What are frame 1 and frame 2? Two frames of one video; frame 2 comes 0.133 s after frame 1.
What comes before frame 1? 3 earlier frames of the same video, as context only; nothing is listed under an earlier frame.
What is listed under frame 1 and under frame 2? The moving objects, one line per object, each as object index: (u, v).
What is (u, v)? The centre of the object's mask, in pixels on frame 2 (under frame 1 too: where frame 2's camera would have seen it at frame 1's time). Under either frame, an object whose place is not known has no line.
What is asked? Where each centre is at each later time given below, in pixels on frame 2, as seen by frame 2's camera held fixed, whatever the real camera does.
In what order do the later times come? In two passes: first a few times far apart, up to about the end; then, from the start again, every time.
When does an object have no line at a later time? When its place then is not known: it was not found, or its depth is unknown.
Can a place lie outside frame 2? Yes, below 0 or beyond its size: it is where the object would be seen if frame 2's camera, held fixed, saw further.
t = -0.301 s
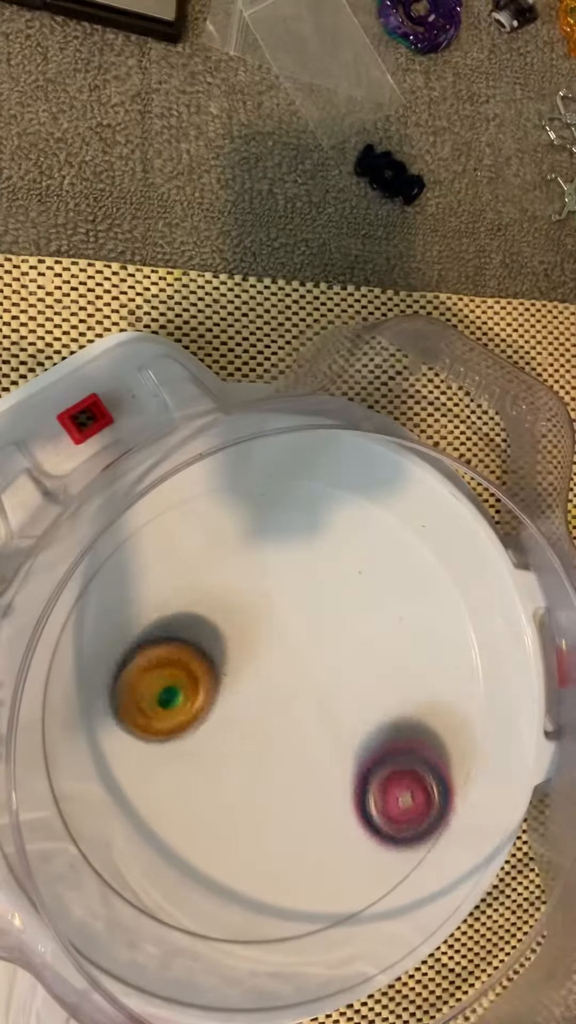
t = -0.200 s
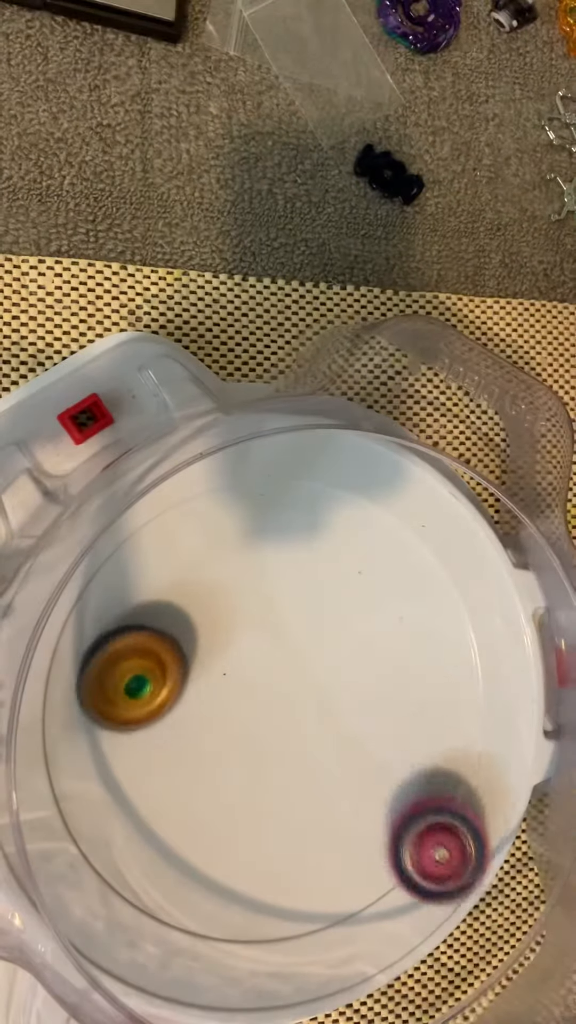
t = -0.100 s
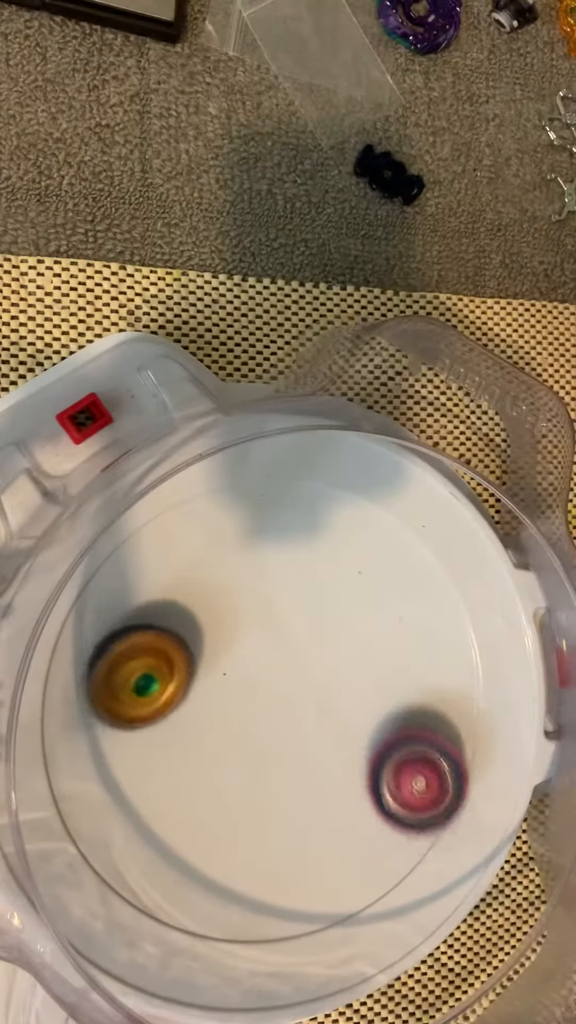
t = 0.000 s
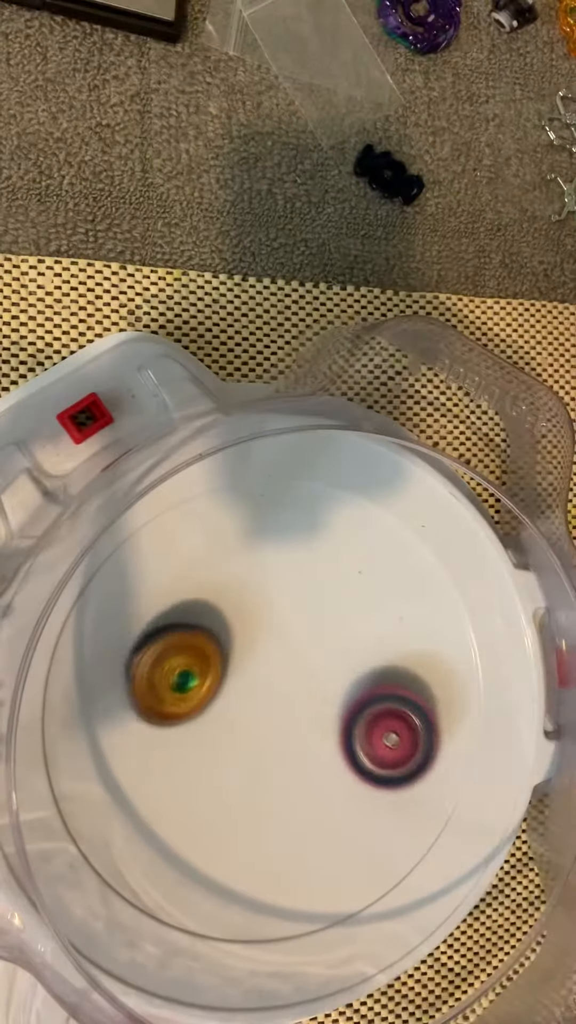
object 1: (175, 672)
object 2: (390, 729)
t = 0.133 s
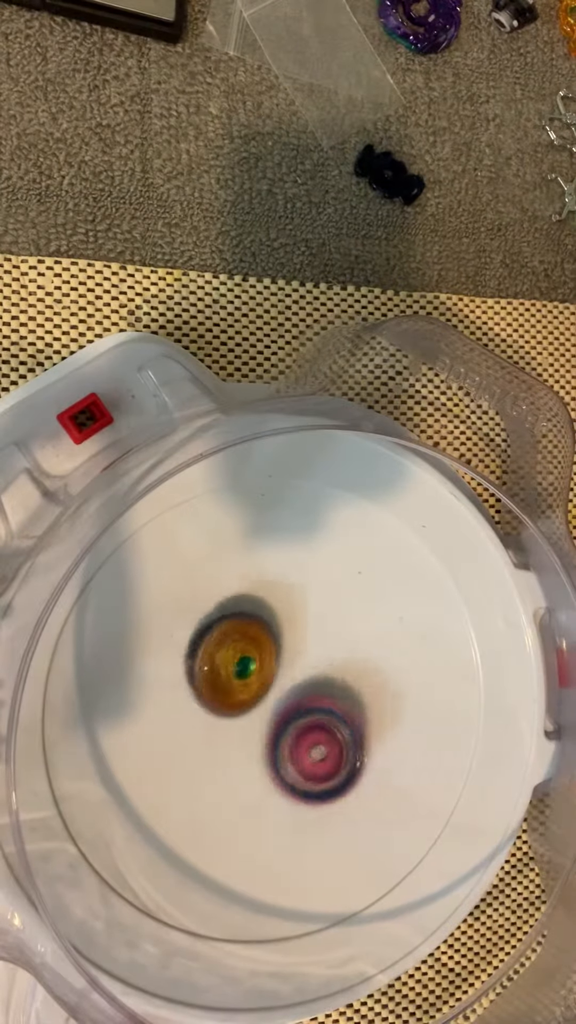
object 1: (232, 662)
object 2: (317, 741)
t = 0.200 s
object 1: (247, 661)
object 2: (282, 779)
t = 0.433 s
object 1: (271, 695)
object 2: (312, 910)
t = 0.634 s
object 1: (283, 735)
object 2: (424, 763)
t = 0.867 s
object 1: (286, 739)
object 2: (202, 609)
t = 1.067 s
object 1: (285, 714)
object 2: (112, 853)
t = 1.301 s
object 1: (287, 708)
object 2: (401, 796)
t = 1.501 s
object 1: (286, 713)
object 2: (339, 544)
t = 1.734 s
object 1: (283, 714)
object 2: (70, 697)
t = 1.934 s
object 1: (283, 706)
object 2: (268, 911)
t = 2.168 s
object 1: (276, 698)
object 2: (435, 649)
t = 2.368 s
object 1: (272, 700)
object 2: (235, 500)
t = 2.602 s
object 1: (268, 702)
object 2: (101, 808)
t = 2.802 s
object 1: (271, 705)
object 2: (347, 810)
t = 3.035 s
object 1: (278, 707)
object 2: (409, 532)
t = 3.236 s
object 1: (285, 705)
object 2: (147, 573)
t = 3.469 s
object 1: (287, 701)
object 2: (240, 831)
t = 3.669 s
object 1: (285, 700)
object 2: (486, 747)
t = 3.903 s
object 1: (281, 702)
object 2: (347, 512)
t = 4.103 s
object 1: (277, 705)
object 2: (162, 653)
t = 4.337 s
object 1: (278, 711)
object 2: (332, 906)
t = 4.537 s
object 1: (282, 713)
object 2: (474, 725)
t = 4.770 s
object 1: (285, 714)
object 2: (290, 566)
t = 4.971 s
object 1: (286, 710)
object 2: (127, 770)
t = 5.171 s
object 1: (284, 706)
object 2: (287, 918)
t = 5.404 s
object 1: (278, 704)
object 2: (435, 720)
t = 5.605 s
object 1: (273, 706)
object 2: (261, 563)
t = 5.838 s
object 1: (272, 710)
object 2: (77, 752)
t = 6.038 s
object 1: (275, 712)
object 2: (227, 885)
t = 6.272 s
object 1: (278, 707)
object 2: (391, 690)
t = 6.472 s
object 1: (278, 704)
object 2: (305, 513)
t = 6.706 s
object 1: (278, 701)
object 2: (115, 620)
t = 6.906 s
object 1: (275, 700)
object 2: (209, 802)
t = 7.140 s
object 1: (272, 704)
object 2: (419, 742)
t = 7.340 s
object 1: (273, 708)
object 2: (432, 578)
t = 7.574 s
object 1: (278, 711)
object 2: (226, 584)
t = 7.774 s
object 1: (283, 710)
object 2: (189, 778)
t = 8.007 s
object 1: (286, 706)
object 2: (353, 870)
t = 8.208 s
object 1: (285, 701)
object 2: (442, 729)
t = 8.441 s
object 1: (250, 721)
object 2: (315, 571)
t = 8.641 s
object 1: (214, 742)
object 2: (165, 596)
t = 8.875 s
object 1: (263, 756)
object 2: (135, 786)
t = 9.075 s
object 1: (370, 738)
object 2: (285, 819)
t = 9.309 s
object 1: (511, 745)
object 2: (223, 687)
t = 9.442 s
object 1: (453, 742)
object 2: (149, 676)
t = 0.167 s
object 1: (241, 662)
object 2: (298, 757)
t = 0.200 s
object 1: (247, 661)
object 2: (282, 779)
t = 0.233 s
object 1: (252, 664)
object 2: (269, 804)
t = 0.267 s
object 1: (256, 665)
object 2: (260, 830)
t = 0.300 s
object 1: (259, 668)
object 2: (258, 858)
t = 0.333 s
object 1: (263, 674)
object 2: (262, 885)
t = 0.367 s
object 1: (265, 679)
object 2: (271, 910)
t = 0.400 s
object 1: (268, 686)
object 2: (287, 928)
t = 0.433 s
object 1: (271, 695)
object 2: (312, 910)
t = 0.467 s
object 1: (273, 702)
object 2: (337, 892)
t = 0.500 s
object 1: (276, 709)
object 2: (362, 874)
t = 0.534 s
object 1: (278, 716)
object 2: (387, 856)
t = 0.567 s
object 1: (280, 723)
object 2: (409, 833)
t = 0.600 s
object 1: (282, 730)
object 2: (422, 799)
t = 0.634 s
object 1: (283, 735)
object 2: (424, 763)
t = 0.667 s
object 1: (283, 738)
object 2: (416, 726)
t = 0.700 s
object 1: (284, 741)
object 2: (398, 690)
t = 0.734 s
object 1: (285, 743)
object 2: (371, 658)
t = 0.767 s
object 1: (285, 743)
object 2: (338, 631)
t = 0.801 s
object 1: (285, 743)
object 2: (296, 614)
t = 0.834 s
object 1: (285, 742)
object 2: (251, 606)
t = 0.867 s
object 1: (286, 739)
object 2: (202, 609)
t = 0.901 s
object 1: (286, 736)
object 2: (150, 626)
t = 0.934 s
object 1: (286, 732)
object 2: (106, 652)
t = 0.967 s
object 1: (286, 727)
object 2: (58, 699)
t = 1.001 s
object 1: (287, 722)
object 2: (66, 759)
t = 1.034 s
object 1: (286, 717)
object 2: (76, 810)
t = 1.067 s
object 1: (285, 714)
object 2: (112, 853)
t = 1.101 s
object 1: (285, 711)
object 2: (157, 885)
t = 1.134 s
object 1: (285, 710)
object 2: (205, 899)
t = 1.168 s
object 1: (285, 709)
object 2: (245, 922)
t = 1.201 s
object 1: (285, 709)
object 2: (293, 908)
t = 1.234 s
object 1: (286, 709)
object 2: (339, 876)
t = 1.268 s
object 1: (287, 709)
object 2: (375, 838)
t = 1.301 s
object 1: (287, 708)
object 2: (401, 796)
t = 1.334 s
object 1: (289, 710)
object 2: (418, 752)
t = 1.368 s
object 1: (288, 710)
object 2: (423, 706)
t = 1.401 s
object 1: (289, 710)
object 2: (417, 660)
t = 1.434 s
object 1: (288, 711)
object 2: (400, 616)
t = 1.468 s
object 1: (287, 711)
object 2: (373, 577)
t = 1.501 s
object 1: (286, 713)
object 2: (339, 544)
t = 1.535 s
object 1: (284, 714)
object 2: (295, 519)
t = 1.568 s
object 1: (284, 715)
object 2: (246, 505)
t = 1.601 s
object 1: (282, 715)
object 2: (192, 505)
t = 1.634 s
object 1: (282, 714)
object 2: (151, 540)
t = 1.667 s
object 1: (283, 715)
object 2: (111, 581)
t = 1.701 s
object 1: (283, 715)
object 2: (90, 640)
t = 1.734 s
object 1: (283, 714)
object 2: (70, 697)
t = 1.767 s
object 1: (283, 714)
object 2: (75, 759)
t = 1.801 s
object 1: (284, 713)
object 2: (91, 822)
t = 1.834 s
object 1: (284, 712)
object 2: (127, 857)
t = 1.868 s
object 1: (284, 710)
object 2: (172, 889)
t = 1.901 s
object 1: (283, 708)
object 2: (221, 906)
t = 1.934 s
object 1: (283, 706)
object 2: (268, 911)
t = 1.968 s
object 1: (282, 705)
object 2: (313, 901)
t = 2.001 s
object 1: (282, 703)
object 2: (353, 880)
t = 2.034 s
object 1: (280, 702)
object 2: (387, 846)
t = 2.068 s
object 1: (280, 700)
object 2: (412, 804)
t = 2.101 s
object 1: (279, 700)
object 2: (430, 757)
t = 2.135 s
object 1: (277, 700)
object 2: (438, 702)
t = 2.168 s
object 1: (276, 698)
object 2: (435, 649)
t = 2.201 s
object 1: (275, 698)
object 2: (423, 595)
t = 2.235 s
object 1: (274, 698)
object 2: (403, 544)
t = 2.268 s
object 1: (274, 698)
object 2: (373, 498)
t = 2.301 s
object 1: (273, 698)
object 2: (334, 491)
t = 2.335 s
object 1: (272, 699)
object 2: (284, 489)
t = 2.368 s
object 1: (272, 700)
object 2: (235, 500)
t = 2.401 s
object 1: (270, 700)
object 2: (186, 523)
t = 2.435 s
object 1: (270, 701)
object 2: (142, 561)
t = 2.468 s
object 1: (269, 700)
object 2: (107, 606)
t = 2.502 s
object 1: (269, 700)
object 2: (87, 661)
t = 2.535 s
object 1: (269, 701)
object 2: (77, 717)
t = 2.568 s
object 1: (269, 701)
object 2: (82, 765)
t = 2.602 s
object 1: (268, 702)
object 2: (101, 808)
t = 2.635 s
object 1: (268, 703)
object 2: (135, 824)
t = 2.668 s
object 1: (268, 704)
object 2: (172, 843)
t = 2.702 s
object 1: (269, 705)
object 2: (214, 852)
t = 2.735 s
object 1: (269, 704)
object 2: (259, 849)
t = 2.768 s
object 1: (271, 705)
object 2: (305, 834)
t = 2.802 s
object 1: (271, 705)
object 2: (347, 810)
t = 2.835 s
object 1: (271, 706)
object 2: (385, 776)
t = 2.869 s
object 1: (272, 707)
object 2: (416, 736)
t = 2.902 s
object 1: (273, 706)
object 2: (441, 690)
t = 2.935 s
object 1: (274, 706)
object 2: (457, 646)
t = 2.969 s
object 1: (275, 706)
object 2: (465, 597)
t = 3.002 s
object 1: (276, 707)
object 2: (445, 561)
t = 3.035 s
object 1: (278, 707)
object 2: (409, 532)
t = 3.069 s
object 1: (279, 707)
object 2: (361, 517)
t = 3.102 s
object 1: (279, 707)
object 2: (315, 506)
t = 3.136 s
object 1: (281, 707)
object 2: (272, 497)
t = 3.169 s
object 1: (282, 706)
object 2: (228, 508)
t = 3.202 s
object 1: (283, 705)
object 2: (182, 537)
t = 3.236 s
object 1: (285, 705)
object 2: (147, 573)
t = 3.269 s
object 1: (285, 705)
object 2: (126, 613)
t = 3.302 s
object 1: (285, 704)
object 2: (115, 659)
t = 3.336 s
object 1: (286, 703)
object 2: (118, 704)
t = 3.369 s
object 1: (286, 702)
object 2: (135, 747)
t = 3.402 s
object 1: (287, 702)
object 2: (161, 784)
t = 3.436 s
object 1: (287, 701)
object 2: (197, 812)
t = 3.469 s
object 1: (287, 701)
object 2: (240, 831)
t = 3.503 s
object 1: (287, 700)
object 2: (288, 840)
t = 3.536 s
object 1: (286, 700)
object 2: (336, 839)
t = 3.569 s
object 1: (286, 699)
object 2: (382, 827)
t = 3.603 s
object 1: (286, 698)
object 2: (426, 809)
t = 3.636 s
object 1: (286, 700)
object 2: (465, 784)
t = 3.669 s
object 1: (285, 700)
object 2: (486, 747)
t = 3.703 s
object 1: (285, 701)
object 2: (481, 703)
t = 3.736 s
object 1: (284, 700)
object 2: (481, 664)
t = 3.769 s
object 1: (283, 701)
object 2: (472, 624)
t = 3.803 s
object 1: (284, 700)
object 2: (444, 585)
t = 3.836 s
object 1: (283, 701)
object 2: (416, 553)
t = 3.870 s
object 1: (282, 701)
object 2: (385, 526)
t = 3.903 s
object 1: (281, 702)
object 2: (347, 512)
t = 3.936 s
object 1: (280, 702)
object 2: (307, 510)
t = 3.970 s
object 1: (279, 702)
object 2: (269, 516)
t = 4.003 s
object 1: (279, 702)
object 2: (231, 536)
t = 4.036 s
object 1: (279, 703)
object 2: (199, 566)
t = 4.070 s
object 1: (278, 704)
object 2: (176, 606)
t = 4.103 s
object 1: (277, 705)
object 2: (162, 653)
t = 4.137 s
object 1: (277, 705)
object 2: (159, 703)
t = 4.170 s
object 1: (277, 706)
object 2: (168, 753)
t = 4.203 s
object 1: (277, 706)
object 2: (185, 798)
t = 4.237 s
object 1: (277, 708)
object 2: (212, 838)
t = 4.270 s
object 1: (277, 710)
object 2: (248, 871)
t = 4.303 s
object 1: (277, 710)
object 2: (288, 891)
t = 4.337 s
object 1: (278, 711)
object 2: (332, 906)
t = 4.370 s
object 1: (279, 711)
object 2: (374, 905)
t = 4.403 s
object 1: (279, 713)
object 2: (404, 870)
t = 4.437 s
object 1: (280, 714)
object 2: (429, 835)
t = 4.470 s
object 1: (280, 714)
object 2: (454, 804)
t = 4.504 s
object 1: (281, 714)
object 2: (474, 769)
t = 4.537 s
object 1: (282, 713)
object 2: (474, 725)
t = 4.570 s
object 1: (282, 715)
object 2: (470, 685)
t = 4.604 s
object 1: (283, 715)
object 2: (457, 647)
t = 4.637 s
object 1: (283, 714)
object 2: (435, 614)
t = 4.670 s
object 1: (284, 714)
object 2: (406, 589)
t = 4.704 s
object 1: (284, 714)
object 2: (371, 572)
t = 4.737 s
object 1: (285, 714)
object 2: (332, 565)
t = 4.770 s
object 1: (285, 714)
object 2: (290, 566)
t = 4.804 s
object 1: (285, 713)
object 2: (246, 586)
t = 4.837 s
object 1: (285, 712)
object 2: (208, 607)
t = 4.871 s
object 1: (286, 712)
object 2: (176, 638)
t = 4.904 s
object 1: (287, 711)
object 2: (150, 677)
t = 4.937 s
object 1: (286, 711)
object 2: (133, 722)
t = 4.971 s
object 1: (286, 710)
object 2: (127, 770)
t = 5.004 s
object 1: (286, 709)
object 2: (128, 817)
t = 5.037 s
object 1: (286, 709)
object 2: (139, 863)
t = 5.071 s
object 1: (286, 708)
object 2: (161, 900)
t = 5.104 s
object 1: (285, 708)
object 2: (204, 911)
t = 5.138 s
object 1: (284, 706)
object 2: (247, 916)
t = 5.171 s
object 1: (284, 706)
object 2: (287, 918)
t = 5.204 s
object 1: (284, 705)
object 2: (327, 916)
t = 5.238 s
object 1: (283, 705)
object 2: (363, 902)
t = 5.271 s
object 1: (282, 705)
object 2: (394, 875)
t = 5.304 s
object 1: (280, 703)
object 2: (417, 840)
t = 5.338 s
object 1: (280, 703)
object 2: (432, 802)
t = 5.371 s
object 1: (279, 704)
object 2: (438, 761)
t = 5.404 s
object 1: (278, 704)
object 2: (435, 720)
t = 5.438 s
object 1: (276, 705)
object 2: (422, 679)
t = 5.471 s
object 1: (276, 704)
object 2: (401, 643)
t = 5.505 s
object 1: (276, 703)
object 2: (374, 612)
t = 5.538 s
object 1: (275, 705)
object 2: (340, 588)
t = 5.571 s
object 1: (274, 706)
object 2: (303, 572)
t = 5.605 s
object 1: (273, 706)
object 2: (261, 563)
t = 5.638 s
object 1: (273, 707)
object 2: (218, 565)
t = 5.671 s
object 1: (273, 706)
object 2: (177, 573)
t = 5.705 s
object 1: (272, 708)
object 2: (139, 594)
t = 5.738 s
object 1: (272, 708)
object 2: (103, 627)
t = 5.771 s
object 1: (272, 709)
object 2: (71, 665)
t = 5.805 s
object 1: (272, 709)
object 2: (70, 707)
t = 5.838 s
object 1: (272, 710)
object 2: (77, 752)
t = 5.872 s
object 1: (273, 711)
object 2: (87, 795)
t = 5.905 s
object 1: (272, 711)
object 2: (101, 837)
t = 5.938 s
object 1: (273, 711)
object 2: (130, 852)
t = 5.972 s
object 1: (274, 711)
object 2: (158, 875)
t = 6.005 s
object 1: (274, 712)
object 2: (192, 885)
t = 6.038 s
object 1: (275, 712)
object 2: (227, 885)
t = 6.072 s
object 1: (275, 712)
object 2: (262, 876)
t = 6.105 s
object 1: (277, 712)
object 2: (296, 857)
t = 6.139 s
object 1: (277, 712)
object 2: (325, 830)
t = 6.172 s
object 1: (277, 712)
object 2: (350, 797)
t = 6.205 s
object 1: (278, 711)
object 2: (368, 762)
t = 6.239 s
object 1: (278, 710)
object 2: (381, 726)
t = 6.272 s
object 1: (278, 707)
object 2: (391, 690)
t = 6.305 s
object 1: (277, 706)
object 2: (392, 654)
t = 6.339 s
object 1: (277, 706)
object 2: (387, 617)
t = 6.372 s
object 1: (278, 705)
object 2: (376, 585)
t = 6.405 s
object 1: (279, 705)
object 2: (358, 556)
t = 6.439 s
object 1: (277, 704)
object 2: (334, 533)
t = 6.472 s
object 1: (278, 704)
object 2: (305, 513)
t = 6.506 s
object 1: (279, 704)
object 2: (273, 502)
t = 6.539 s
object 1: (279, 703)
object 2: (241, 499)
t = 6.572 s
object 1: (278, 703)
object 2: (207, 509)
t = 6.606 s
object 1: (278, 703)
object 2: (175, 530)
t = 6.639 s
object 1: (278, 702)
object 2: (150, 553)
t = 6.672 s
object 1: (278, 701)
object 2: (128, 582)
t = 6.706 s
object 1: (278, 701)
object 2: (115, 620)
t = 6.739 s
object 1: (277, 701)
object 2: (111, 658)
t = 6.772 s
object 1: (277, 701)
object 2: (118, 696)
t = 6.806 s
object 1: (277, 701)
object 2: (132, 730)
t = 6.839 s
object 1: (276, 701)
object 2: (154, 760)
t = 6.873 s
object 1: (275, 701)
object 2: (180, 783)
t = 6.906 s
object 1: (275, 700)
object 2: (209, 802)
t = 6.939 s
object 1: (275, 701)
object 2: (242, 813)
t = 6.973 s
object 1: (274, 702)
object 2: (276, 815)
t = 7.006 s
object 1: (273, 702)
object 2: (308, 810)
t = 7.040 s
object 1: (273, 702)
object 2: (339, 800)
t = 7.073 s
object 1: (273, 703)
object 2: (370, 786)
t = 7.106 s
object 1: (272, 704)
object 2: (397, 765)
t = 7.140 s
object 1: (272, 704)
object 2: (419, 742)
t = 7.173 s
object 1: (272, 705)
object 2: (437, 716)
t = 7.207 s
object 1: (272, 706)
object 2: (448, 689)
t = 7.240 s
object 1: (273, 706)
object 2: (454, 660)
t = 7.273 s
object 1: (272, 707)
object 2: (454, 631)
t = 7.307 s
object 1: (273, 708)
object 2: (446, 603)
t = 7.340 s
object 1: (273, 708)
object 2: (432, 578)
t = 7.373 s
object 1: (274, 709)
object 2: (410, 557)
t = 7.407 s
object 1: (274, 709)
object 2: (384, 544)
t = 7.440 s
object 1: (275, 709)
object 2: (353, 536)
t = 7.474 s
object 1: (276, 711)
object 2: (320, 539)
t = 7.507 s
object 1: (276, 711)
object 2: (286, 545)
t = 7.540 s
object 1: (277, 711)
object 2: (255, 560)
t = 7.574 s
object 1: (278, 711)
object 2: (226, 584)
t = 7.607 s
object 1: (279, 711)
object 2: (204, 611)
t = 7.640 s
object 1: (279, 711)
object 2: (189, 642)
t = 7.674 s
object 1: (280, 710)
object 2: (180, 677)
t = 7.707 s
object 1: (281, 710)
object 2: (178, 712)
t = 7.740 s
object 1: (282, 710)
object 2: (181, 746)
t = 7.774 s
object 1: (283, 710)
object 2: (189, 778)
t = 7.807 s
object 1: (283, 709)
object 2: (203, 806)
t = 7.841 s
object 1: (284, 709)
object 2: (222, 830)
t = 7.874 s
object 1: (285, 709)
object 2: (244, 849)
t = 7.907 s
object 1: (285, 708)
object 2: (269, 864)
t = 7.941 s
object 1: (285, 707)
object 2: (297, 873)
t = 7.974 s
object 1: (286, 706)
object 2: (325, 875)
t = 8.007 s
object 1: (286, 706)
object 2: (353, 870)
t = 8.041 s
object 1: (286, 705)
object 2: (379, 859)
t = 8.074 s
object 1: (286, 703)
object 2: (403, 842)
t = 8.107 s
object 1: (286, 703)
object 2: (422, 818)
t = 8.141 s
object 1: (286, 702)
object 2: (436, 792)
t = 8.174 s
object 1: (285, 702)
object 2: (442, 761)
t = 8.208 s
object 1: (285, 701)
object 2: (442, 729)
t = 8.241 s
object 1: (285, 701)
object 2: (435, 697)
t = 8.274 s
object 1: (284, 700)
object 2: (420, 668)
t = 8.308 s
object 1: (284, 699)
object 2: (400, 641)
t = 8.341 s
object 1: (284, 699)
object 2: (376, 620)
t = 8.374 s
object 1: (283, 699)
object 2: (348, 604)
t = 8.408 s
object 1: (268, 709)
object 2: (332, 587)
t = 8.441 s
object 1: (250, 721)
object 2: (315, 571)
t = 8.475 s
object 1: (237, 729)
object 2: (294, 562)
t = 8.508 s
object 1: (229, 735)
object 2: (267, 560)
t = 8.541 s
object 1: (223, 738)
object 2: (240, 560)
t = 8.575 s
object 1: (218, 740)
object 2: (212, 567)
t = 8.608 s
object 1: (215, 741)
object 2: (188, 577)
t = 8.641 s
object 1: (214, 742)
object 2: (165, 596)
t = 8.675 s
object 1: (213, 742)
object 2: (145, 621)
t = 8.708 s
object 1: (213, 742)
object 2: (131, 650)
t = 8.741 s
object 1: (214, 741)
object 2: (125, 681)
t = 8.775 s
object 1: (223, 742)
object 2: (119, 709)
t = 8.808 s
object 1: (239, 749)
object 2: (116, 734)
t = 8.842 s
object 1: (252, 753)
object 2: (121, 760)
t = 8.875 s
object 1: (263, 756)
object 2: (135, 786)
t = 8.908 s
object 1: (271, 760)
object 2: (154, 805)
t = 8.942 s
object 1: (277, 764)
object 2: (177, 821)
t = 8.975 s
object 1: (300, 757)
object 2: (224, 837)
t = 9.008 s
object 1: (324, 749)
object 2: (242, 837)
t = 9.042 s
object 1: (348, 743)
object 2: (264, 832)
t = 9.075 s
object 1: (370, 738)
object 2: (285, 819)
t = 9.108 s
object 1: (388, 737)
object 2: (305, 801)
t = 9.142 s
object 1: (406, 738)
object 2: (322, 780)
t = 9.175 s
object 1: (451, 745)
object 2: (305, 757)
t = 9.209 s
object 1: (486, 748)
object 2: (285, 735)
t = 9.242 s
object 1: (511, 748)
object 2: (264, 714)
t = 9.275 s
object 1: (516, 748)
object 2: (243, 698)
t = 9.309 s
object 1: (511, 745)
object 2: (223, 687)
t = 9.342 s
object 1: (503, 743)
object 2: (204, 679)
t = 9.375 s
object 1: (492, 742)
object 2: (185, 674)
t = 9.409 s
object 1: (476, 741)
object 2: (166, 673)
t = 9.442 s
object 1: (453, 742)
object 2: (149, 676)
